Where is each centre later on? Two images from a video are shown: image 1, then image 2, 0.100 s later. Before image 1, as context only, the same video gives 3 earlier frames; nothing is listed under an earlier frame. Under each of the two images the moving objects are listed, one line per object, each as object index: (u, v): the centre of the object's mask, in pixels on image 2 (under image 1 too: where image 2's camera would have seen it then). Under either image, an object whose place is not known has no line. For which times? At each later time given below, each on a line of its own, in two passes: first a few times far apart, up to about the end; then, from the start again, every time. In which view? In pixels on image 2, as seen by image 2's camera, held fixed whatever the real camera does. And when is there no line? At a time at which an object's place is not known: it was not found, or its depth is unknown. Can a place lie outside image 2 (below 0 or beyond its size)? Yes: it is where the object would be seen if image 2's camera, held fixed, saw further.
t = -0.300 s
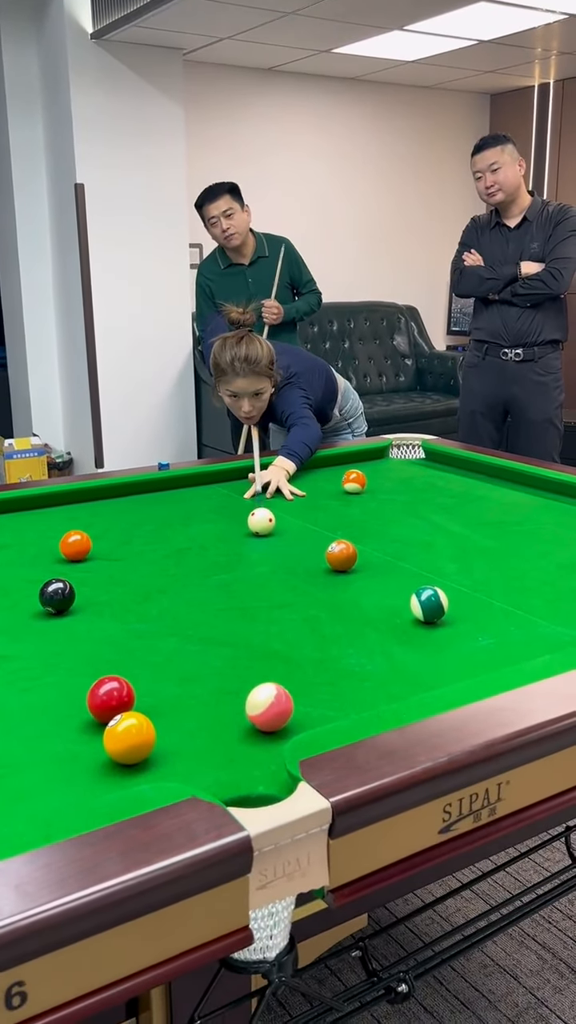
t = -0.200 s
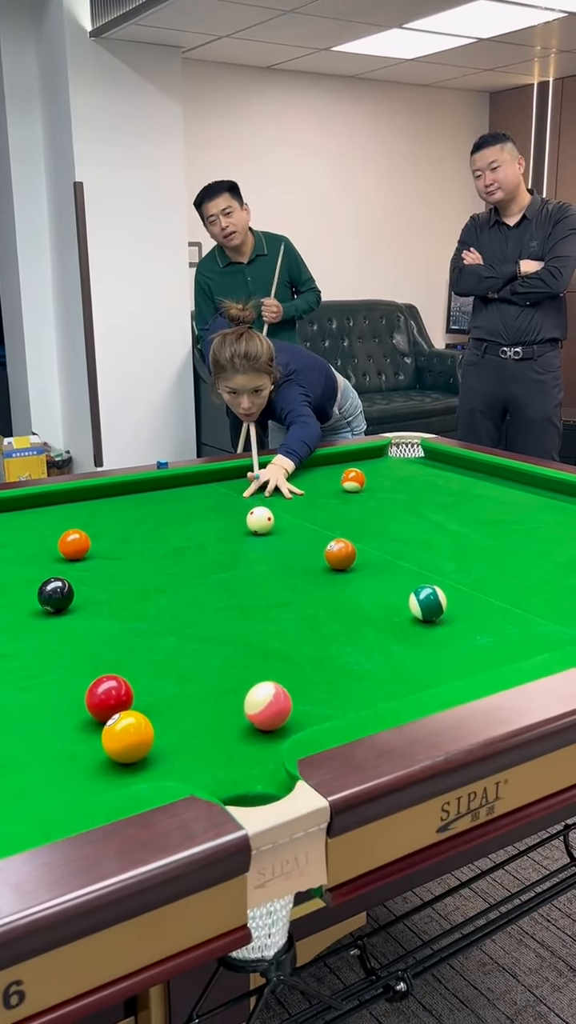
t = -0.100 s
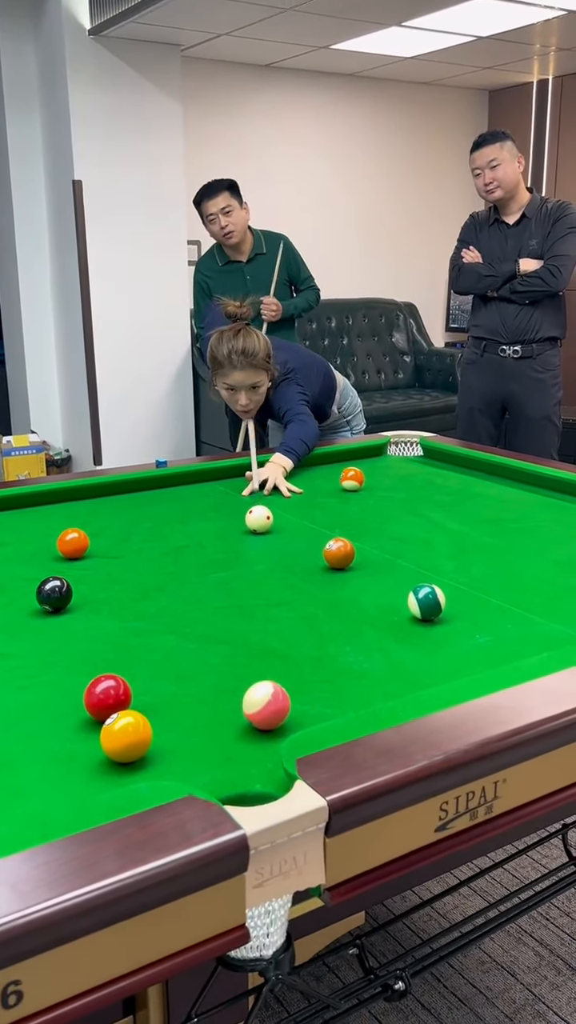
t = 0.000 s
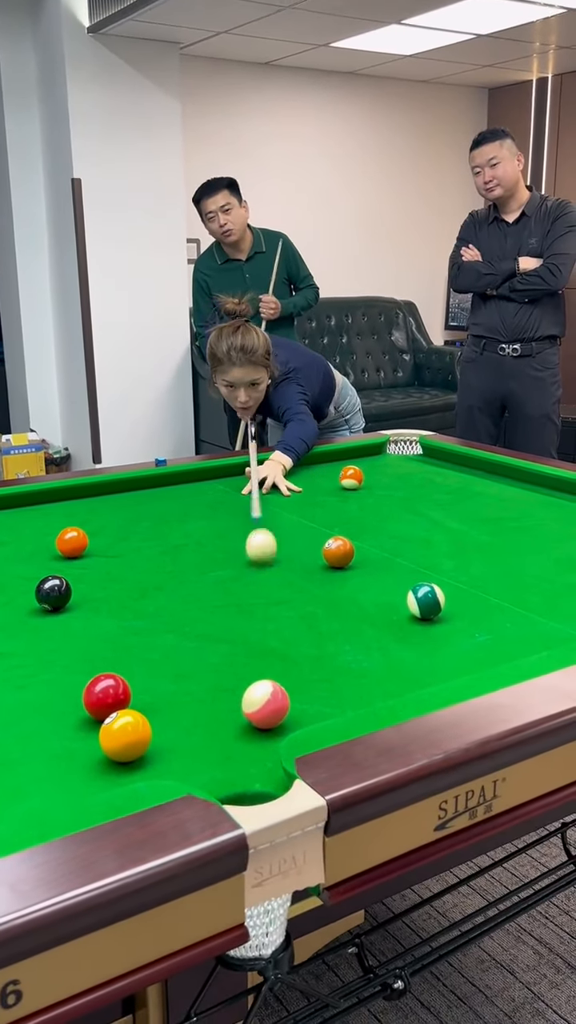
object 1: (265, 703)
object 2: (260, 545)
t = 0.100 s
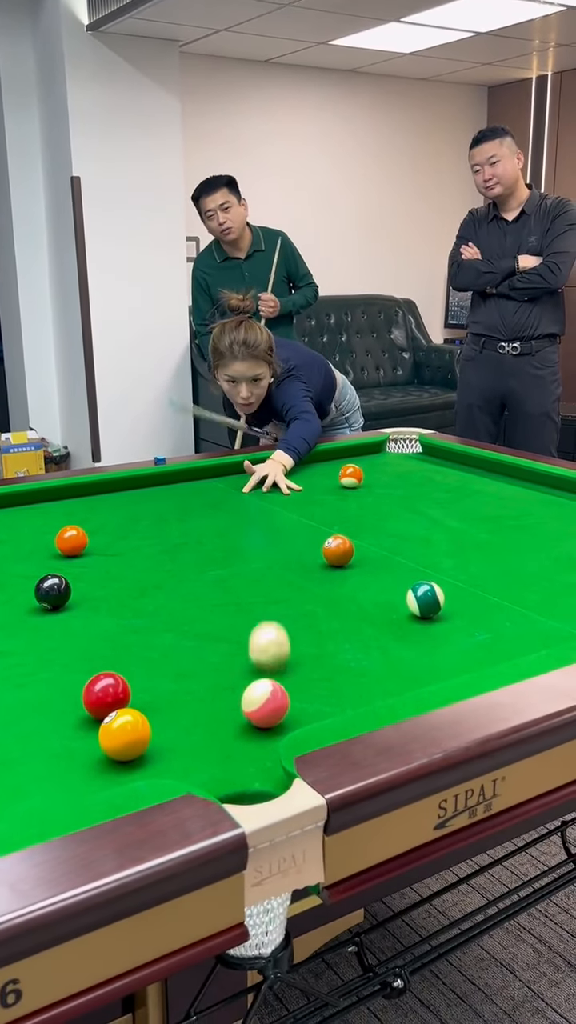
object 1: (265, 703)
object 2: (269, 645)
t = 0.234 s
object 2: (333, 693)
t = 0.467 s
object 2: (322, 673)
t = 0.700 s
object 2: (284, 672)
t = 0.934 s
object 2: (248, 695)
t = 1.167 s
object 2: (211, 720)
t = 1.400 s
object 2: (173, 746)
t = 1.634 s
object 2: (132, 766)
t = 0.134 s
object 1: (259, 720)
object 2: (278, 679)
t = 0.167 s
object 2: (296, 685)
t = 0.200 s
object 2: (314, 689)
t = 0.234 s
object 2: (333, 693)
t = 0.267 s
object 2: (351, 695)
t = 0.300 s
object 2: (359, 694)
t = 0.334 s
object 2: (352, 691)
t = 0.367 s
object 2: (344, 687)
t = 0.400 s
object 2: (336, 681)
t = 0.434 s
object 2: (329, 677)
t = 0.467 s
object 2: (322, 673)
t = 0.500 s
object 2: (316, 671)
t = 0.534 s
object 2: (310, 669)
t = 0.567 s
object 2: (304, 668)
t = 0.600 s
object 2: (299, 668)
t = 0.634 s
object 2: (293, 668)
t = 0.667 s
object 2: (288, 669)
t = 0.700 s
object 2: (284, 672)
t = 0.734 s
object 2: (278, 675)
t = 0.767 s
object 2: (274, 678)
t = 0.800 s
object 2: (268, 681)
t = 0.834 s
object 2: (263, 684)
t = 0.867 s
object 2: (258, 688)
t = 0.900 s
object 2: (253, 691)
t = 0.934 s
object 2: (248, 695)
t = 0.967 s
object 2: (243, 698)
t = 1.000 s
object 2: (238, 702)
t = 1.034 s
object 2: (233, 705)
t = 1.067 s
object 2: (227, 709)
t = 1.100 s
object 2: (222, 712)
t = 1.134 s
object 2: (217, 716)
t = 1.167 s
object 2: (211, 720)
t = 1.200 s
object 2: (206, 723)
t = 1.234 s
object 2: (200, 727)
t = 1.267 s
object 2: (195, 731)
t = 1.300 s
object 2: (190, 734)
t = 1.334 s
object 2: (184, 738)
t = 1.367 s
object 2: (178, 742)
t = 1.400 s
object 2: (173, 746)
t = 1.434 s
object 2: (167, 750)
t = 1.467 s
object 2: (162, 753)
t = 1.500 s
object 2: (156, 756)
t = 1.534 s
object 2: (150, 758)
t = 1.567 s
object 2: (144, 761)
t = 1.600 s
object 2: (138, 763)
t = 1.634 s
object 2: (132, 766)
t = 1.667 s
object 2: (126, 769)
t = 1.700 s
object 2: (120, 771)
